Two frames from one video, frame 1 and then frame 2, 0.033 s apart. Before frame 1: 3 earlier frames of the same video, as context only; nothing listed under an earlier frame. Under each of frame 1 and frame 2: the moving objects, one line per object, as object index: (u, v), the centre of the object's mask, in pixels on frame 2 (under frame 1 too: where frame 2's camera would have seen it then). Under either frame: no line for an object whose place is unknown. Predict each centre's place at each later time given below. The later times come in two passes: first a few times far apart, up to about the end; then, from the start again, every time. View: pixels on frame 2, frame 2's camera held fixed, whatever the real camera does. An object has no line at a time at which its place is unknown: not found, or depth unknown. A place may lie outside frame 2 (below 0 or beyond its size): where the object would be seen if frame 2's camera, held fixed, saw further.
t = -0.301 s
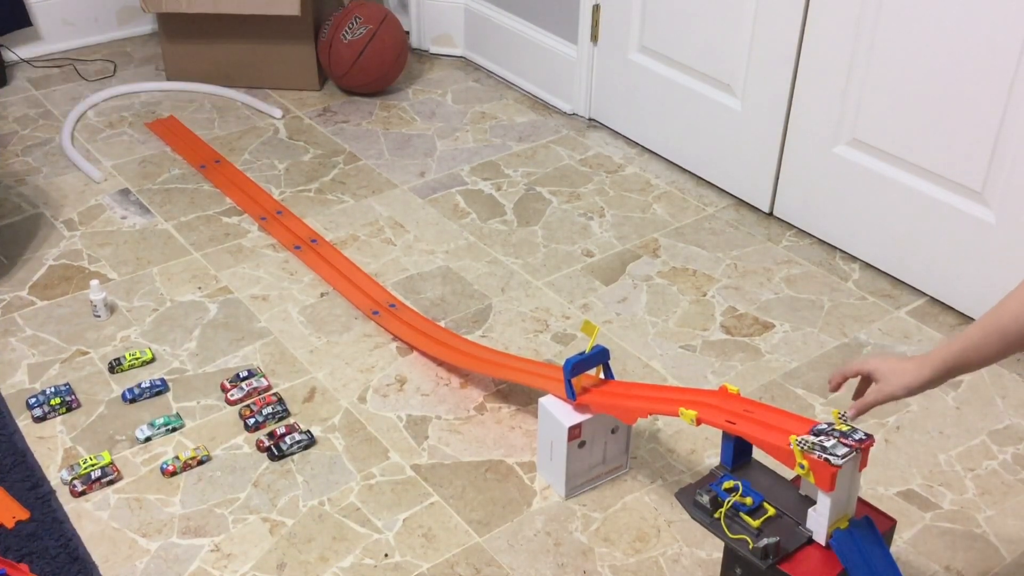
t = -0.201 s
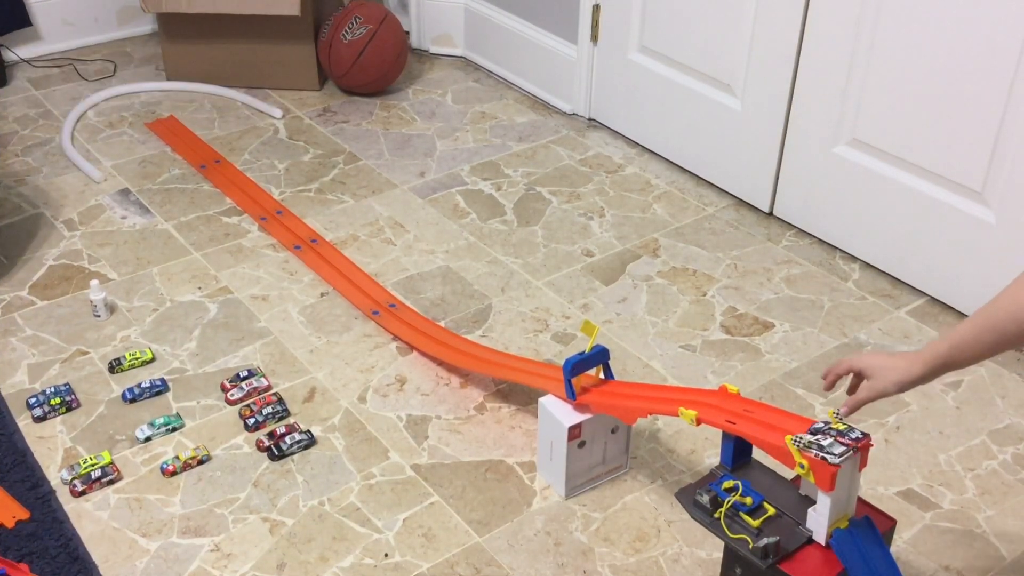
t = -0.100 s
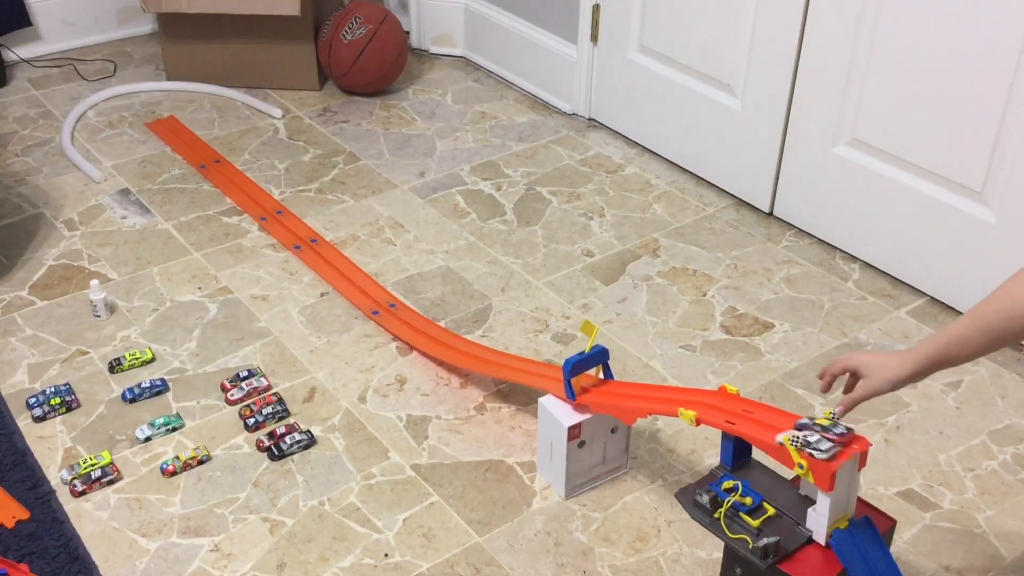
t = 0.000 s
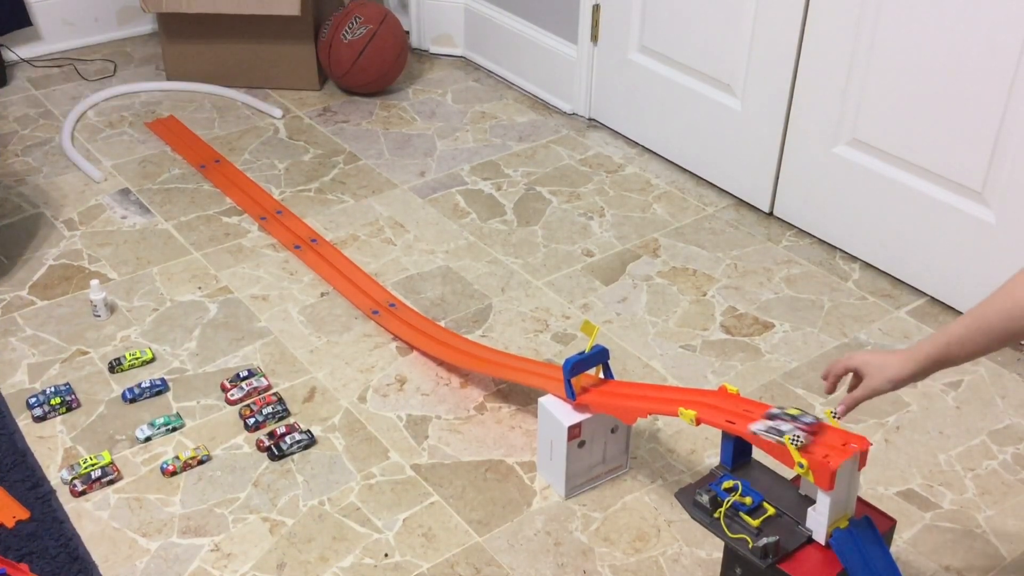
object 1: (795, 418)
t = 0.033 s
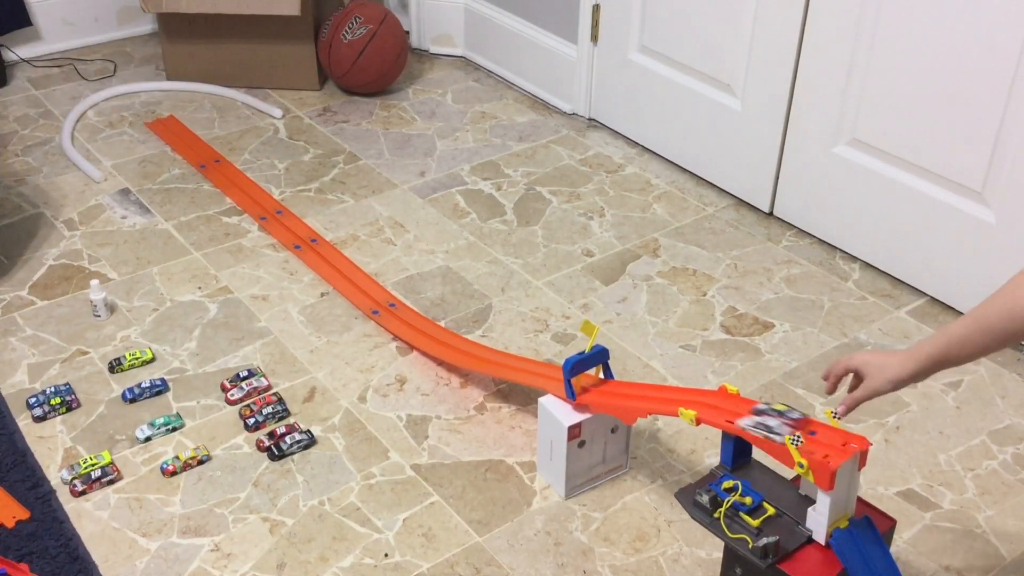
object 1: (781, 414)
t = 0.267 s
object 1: (659, 387)
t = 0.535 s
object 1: (482, 351)
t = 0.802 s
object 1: (320, 243)
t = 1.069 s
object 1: (207, 151)
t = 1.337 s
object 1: (130, 84)
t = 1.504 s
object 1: (105, 63)
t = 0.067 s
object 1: (765, 408)
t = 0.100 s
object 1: (749, 403)
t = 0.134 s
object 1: (736, 399)
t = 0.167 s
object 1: (718, 394)
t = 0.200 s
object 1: (704, 390)
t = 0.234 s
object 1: (680, 389)
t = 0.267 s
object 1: (659, 387)
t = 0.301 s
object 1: (633, 385)
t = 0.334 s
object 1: (610, 383)
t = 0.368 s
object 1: (591, 380)
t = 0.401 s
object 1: (554, 371)
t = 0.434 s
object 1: (546, 365)
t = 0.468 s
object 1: (524, 362)
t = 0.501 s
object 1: (504, 357)
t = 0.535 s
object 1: (482, 351)
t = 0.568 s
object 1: (459, 343)
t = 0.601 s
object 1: (438, 333)
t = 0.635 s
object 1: (415, 318)
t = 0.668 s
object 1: (393, 302)
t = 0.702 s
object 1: (375, 289)
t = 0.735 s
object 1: (356, 273)
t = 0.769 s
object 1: (336, 257)
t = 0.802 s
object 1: (320, 243)
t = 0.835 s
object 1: (306, 232)
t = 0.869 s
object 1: (288, 217)
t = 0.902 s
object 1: (273, 206)
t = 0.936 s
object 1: (260, 195)
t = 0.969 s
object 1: (244, 182)
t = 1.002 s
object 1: (232, 172)
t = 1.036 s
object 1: (219, 161)
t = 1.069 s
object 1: (207, 151)
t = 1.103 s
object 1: (195, 142)
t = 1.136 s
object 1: (183, 132)
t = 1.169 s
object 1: (172, 123)
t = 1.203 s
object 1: (163, 114)
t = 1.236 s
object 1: (154, 108)
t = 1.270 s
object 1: (145, 99)
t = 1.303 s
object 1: (137, 92)
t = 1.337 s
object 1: (130, 84)
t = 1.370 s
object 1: (125, 80)
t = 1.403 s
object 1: (118, 74)
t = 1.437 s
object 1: (111, 70)
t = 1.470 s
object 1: (108, 65)
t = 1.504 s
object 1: (105, 63)
